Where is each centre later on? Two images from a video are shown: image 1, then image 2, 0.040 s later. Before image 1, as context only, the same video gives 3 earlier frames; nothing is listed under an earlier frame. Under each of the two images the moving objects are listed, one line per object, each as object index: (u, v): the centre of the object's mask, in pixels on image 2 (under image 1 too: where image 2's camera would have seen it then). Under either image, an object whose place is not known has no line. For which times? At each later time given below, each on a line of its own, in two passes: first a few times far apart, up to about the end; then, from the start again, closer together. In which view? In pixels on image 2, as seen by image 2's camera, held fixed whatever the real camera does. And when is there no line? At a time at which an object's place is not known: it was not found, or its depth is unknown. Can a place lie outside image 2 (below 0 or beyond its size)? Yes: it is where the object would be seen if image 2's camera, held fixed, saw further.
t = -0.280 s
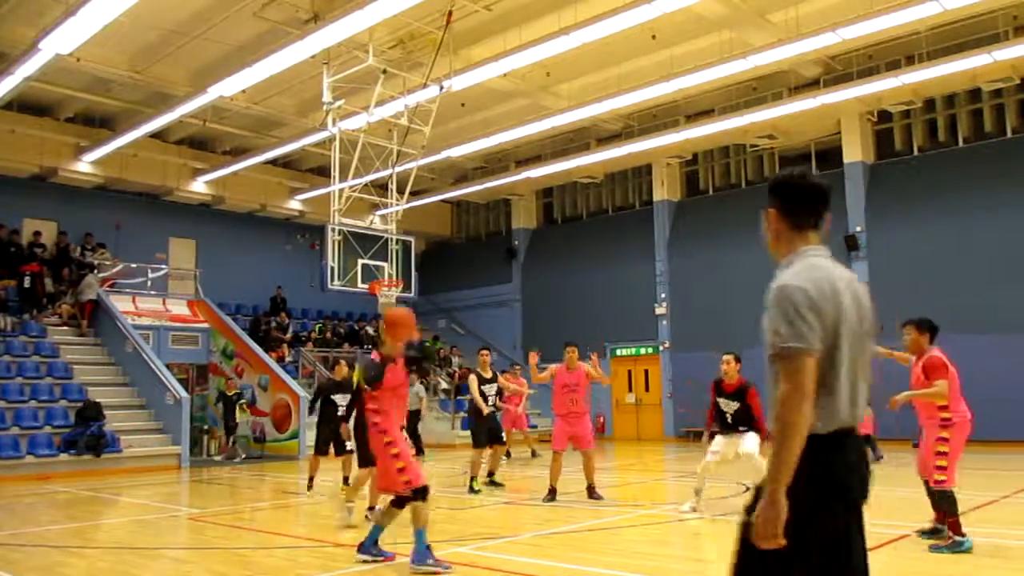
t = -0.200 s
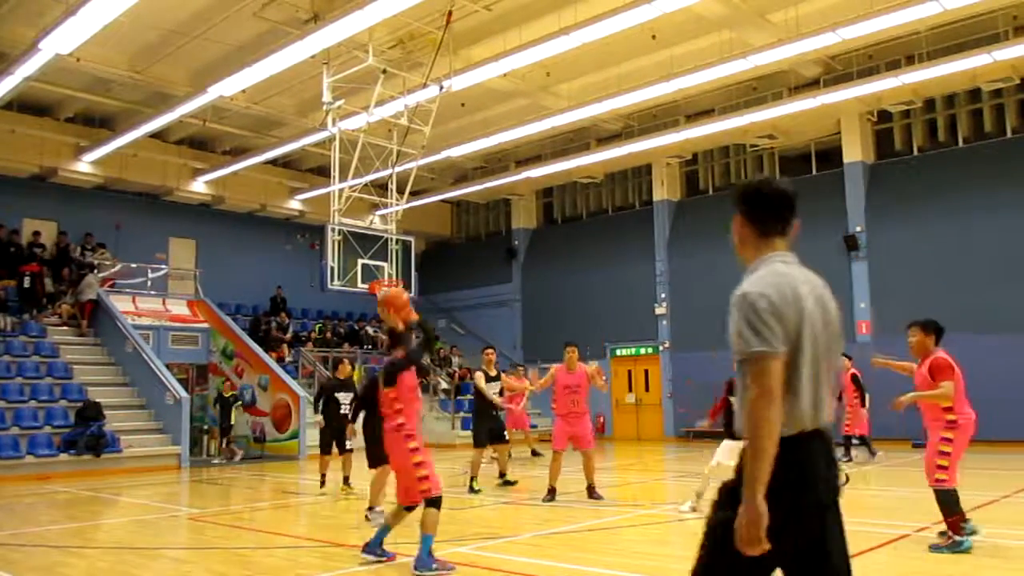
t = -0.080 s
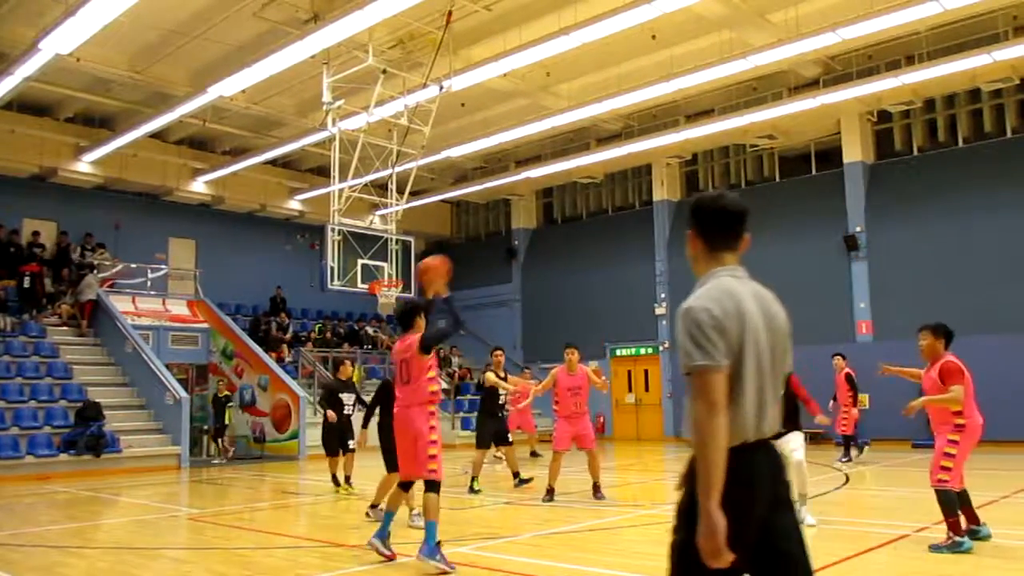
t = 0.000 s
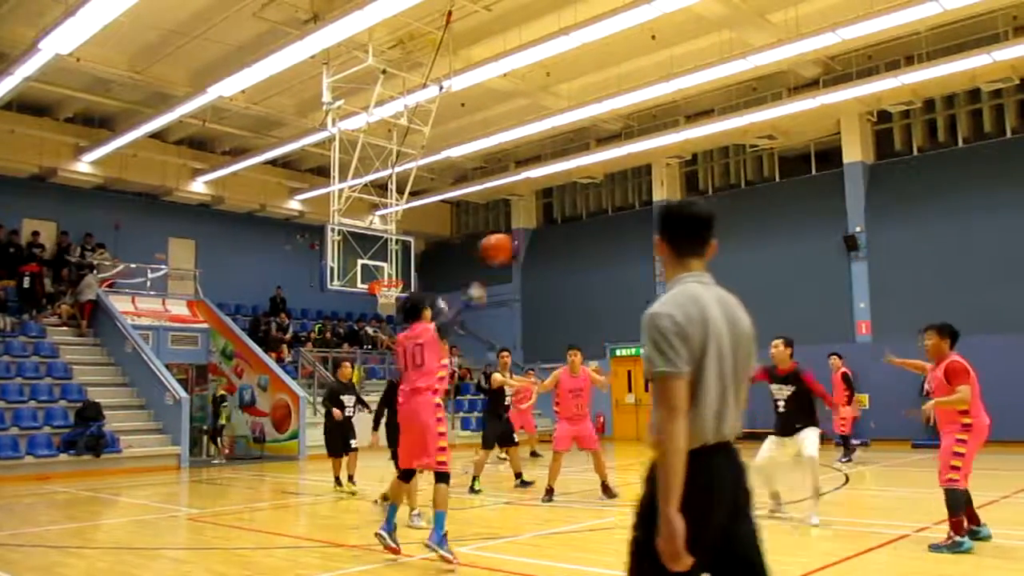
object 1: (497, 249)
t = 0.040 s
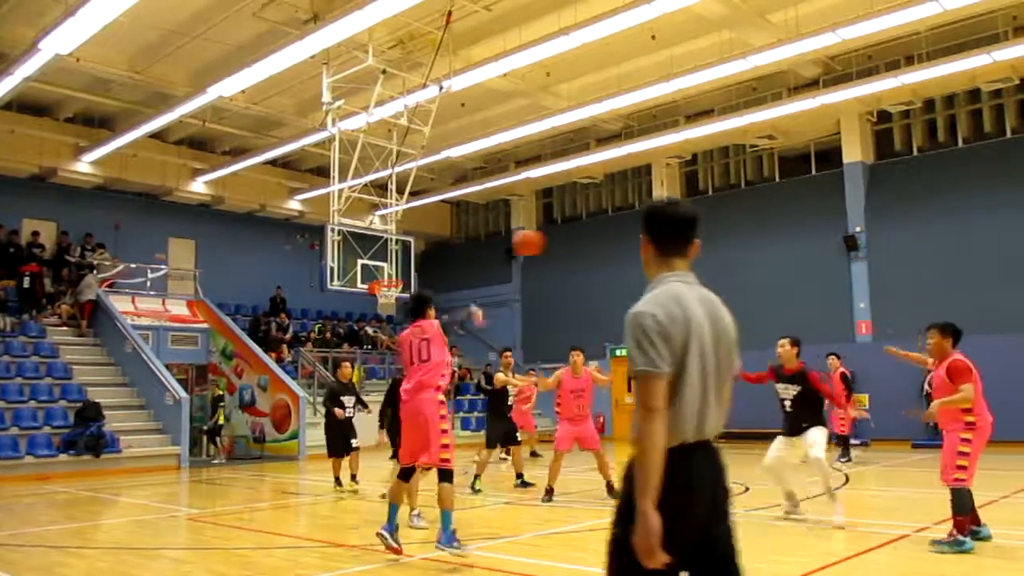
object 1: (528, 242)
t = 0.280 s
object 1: (663, 244)
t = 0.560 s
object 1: (764, 291)
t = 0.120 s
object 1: (582, 237)
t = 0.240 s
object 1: (643, 241)
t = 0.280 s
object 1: (663, 244)
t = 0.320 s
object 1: (679, 248)
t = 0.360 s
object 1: (695, 253)
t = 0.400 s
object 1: (710, 259)
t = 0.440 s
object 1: (725, 266)
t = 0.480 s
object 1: (738, 273)
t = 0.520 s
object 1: (751, 282)
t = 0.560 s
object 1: (764, 291)
